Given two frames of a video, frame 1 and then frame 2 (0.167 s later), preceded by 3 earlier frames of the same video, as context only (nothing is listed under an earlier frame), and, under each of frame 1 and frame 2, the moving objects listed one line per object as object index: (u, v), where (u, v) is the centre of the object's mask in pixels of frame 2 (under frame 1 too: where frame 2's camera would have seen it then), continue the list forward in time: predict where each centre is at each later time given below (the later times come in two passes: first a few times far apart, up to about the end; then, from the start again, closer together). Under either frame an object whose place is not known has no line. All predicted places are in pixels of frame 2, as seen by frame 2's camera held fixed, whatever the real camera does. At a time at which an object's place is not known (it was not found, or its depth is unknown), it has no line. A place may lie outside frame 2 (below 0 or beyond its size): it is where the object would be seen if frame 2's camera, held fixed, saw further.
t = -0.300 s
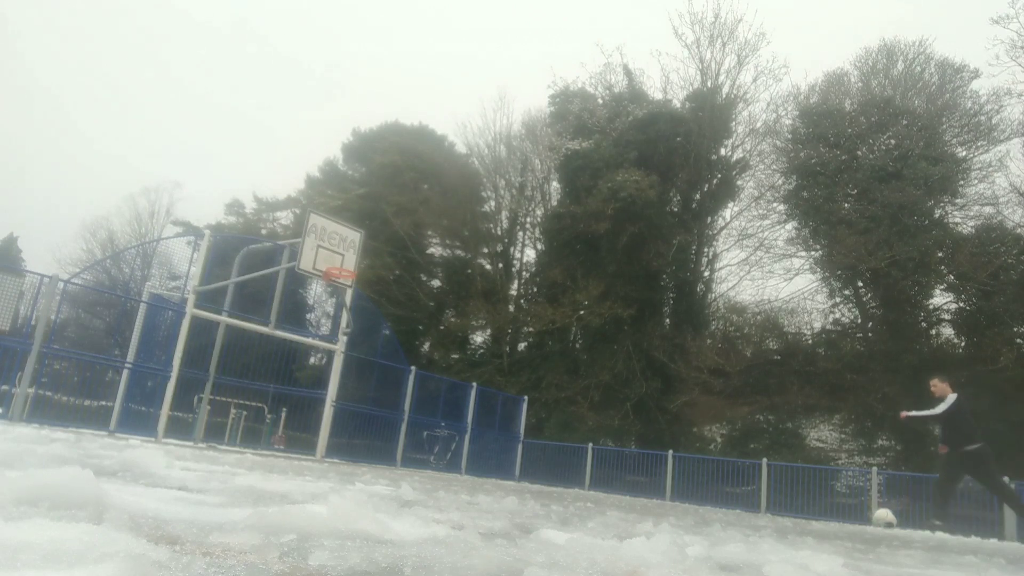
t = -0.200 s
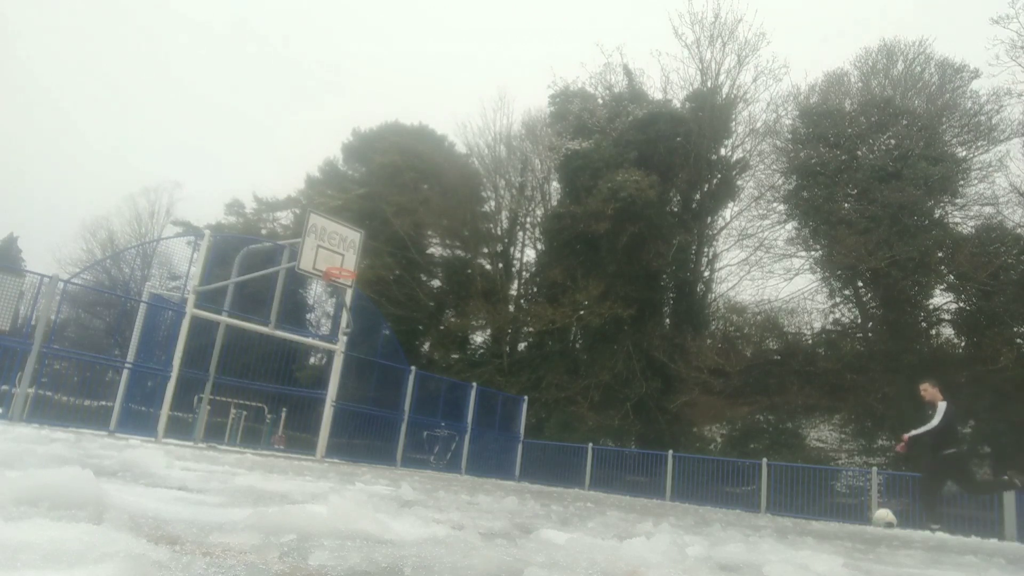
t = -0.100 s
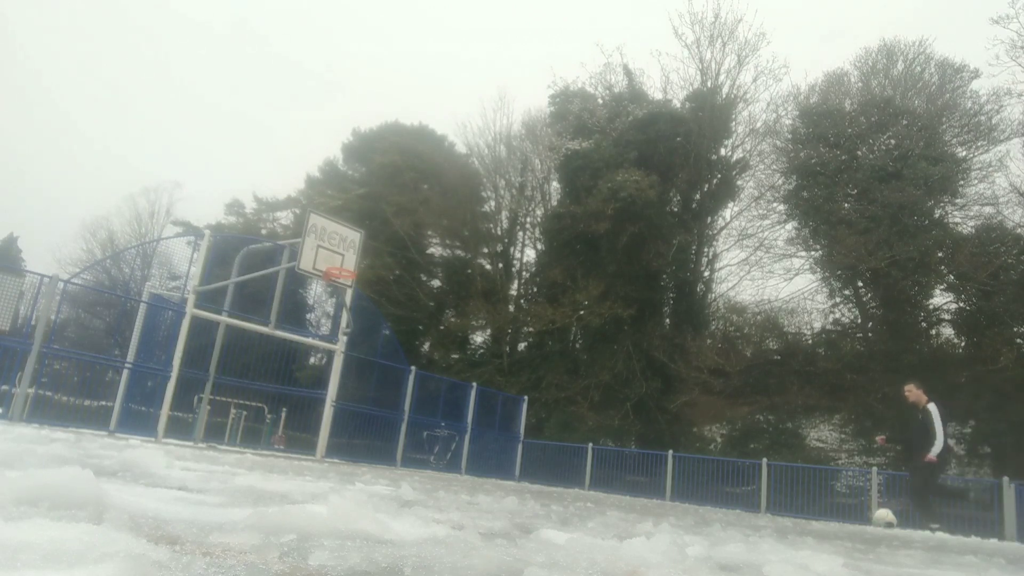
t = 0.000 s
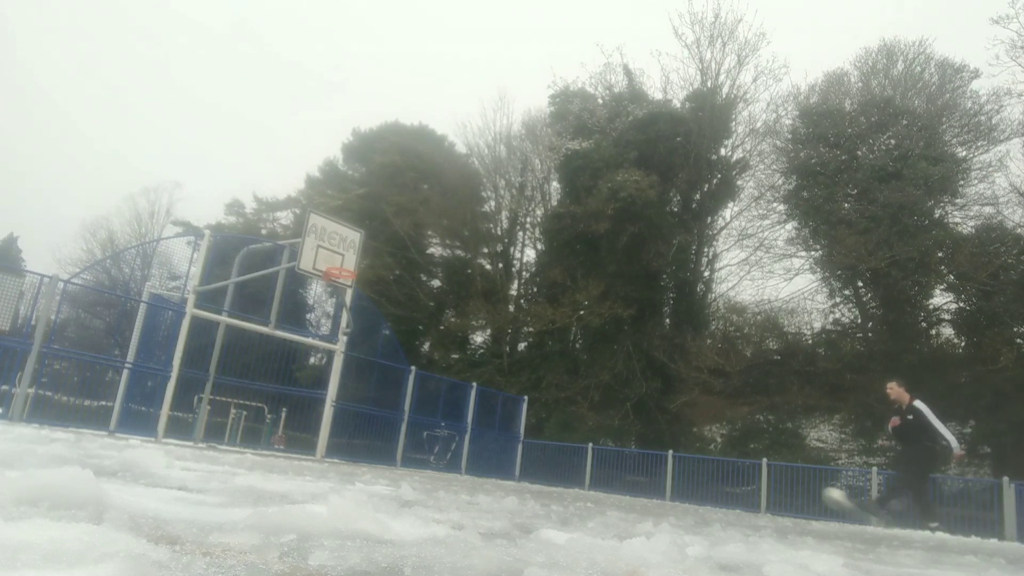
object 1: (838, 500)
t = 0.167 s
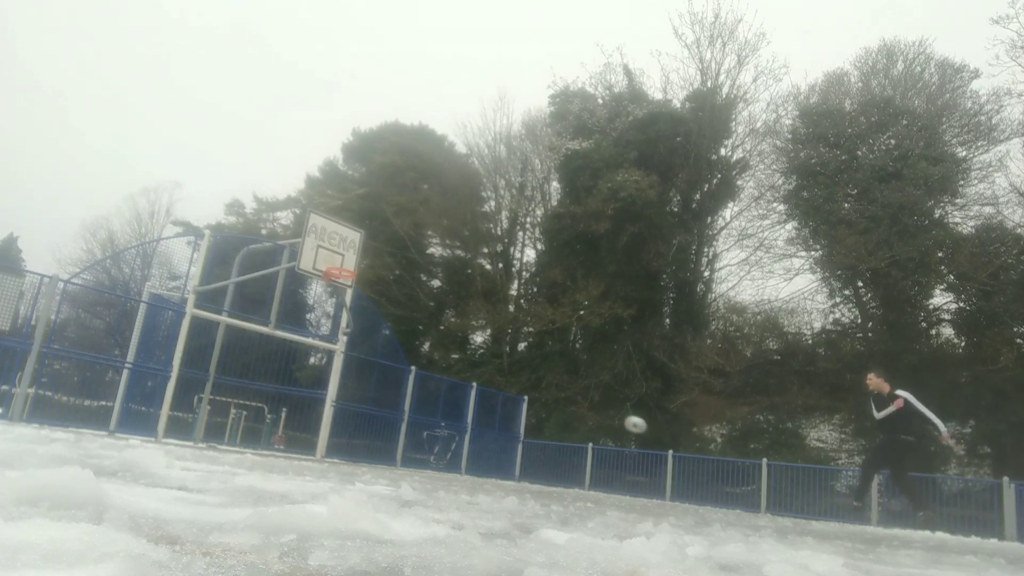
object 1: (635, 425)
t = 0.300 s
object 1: (524, 397)
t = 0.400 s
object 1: (460, 390)
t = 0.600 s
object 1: (357, 395)
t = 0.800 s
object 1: (394, 412)
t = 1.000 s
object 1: (471, 452)
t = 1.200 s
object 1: (551, 462)
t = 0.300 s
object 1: (524, 397)
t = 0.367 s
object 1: (481, 391)
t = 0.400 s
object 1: (460, 390)
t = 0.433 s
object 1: (440, 389)
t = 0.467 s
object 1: (422, 389)
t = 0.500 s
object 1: (404, 389)
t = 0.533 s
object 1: (388, 390)
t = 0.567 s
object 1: (372, 392)
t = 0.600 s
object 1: (357, 395)
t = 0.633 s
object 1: (342, 397)
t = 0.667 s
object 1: (347, 399)
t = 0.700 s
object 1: (358, 401)
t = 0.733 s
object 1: (370, 404)
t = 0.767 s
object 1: (383, 408)
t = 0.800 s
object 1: (394, 412)
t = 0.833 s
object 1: (406, 417)
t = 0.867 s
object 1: (419, 422)
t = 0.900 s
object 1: (432, 428)
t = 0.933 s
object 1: (444, 435)
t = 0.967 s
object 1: (456, 443)
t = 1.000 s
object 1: (471, 452)
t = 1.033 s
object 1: (484, 462)
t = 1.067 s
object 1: (497, 472)
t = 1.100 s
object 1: (511, 472)
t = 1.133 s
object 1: (525, 468)
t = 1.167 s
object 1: (537, 464)
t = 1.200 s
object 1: (551, 462)
